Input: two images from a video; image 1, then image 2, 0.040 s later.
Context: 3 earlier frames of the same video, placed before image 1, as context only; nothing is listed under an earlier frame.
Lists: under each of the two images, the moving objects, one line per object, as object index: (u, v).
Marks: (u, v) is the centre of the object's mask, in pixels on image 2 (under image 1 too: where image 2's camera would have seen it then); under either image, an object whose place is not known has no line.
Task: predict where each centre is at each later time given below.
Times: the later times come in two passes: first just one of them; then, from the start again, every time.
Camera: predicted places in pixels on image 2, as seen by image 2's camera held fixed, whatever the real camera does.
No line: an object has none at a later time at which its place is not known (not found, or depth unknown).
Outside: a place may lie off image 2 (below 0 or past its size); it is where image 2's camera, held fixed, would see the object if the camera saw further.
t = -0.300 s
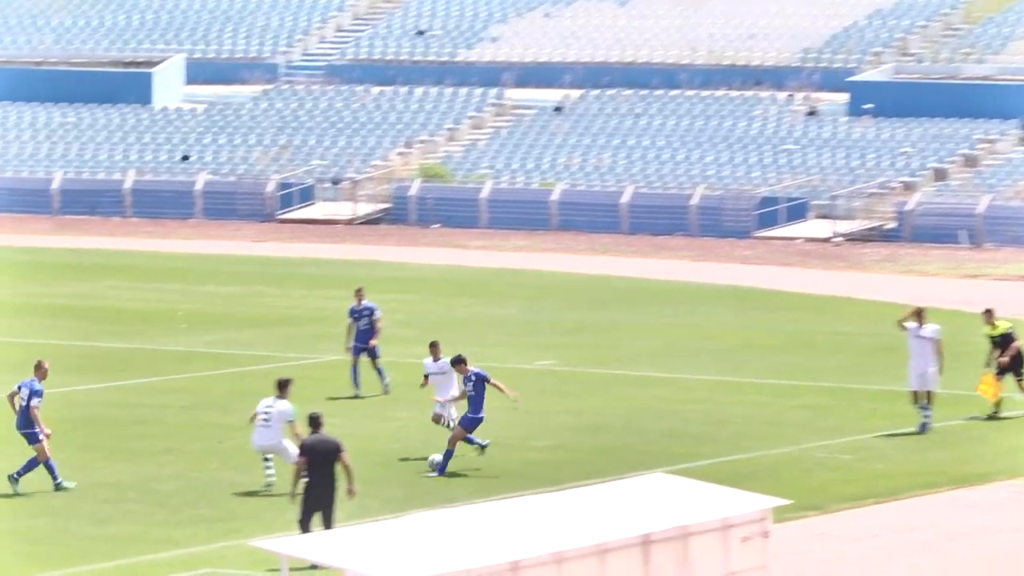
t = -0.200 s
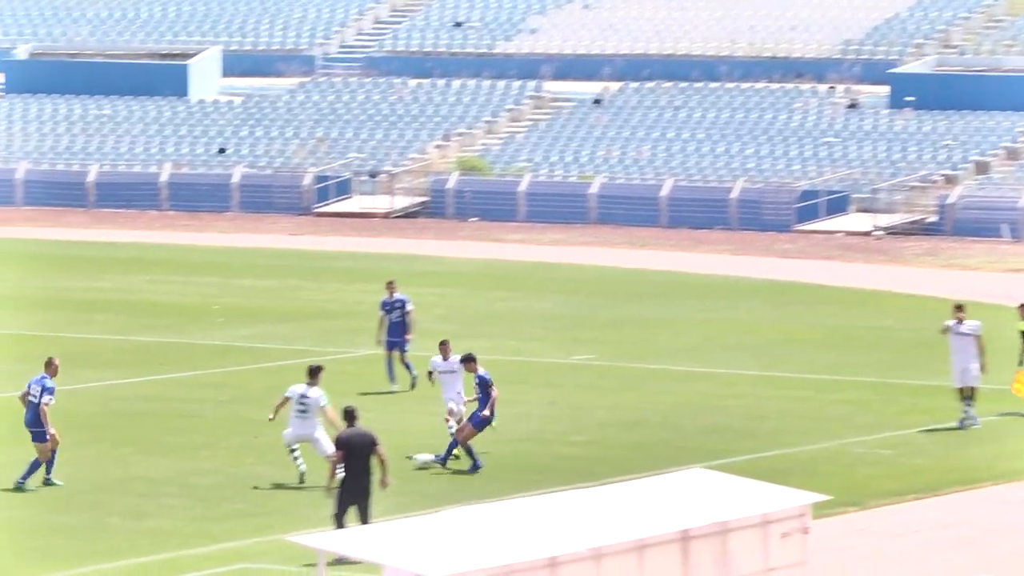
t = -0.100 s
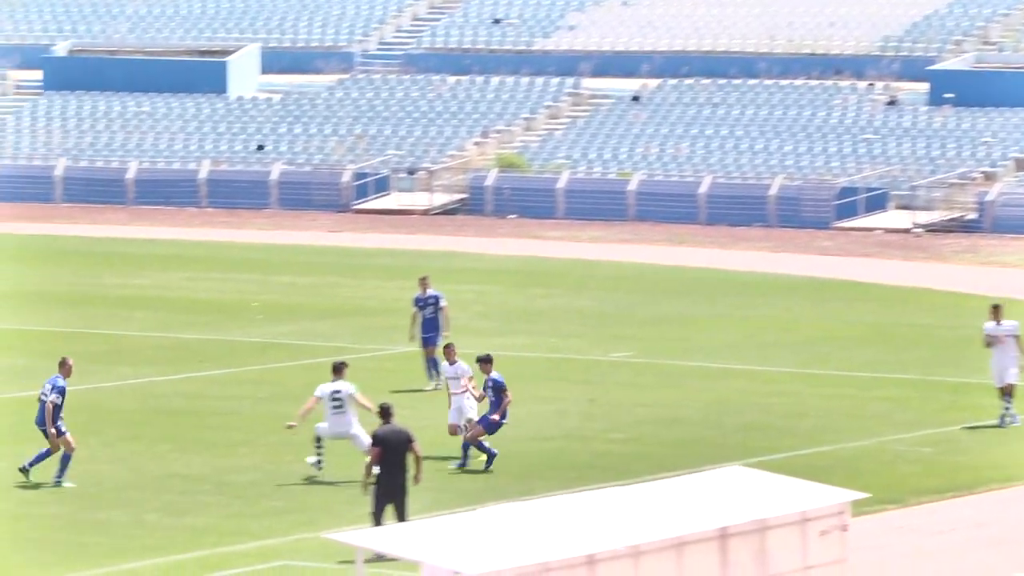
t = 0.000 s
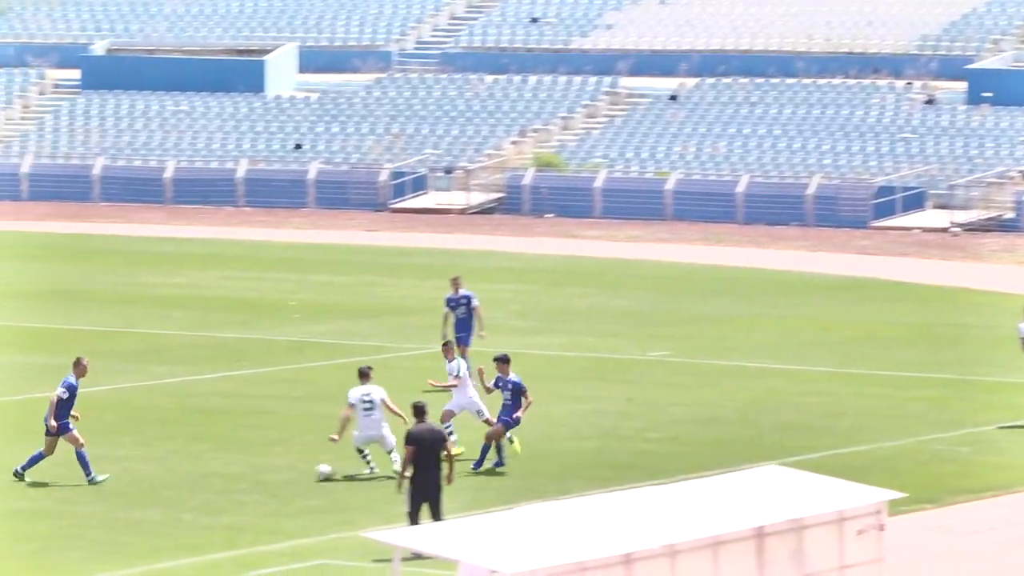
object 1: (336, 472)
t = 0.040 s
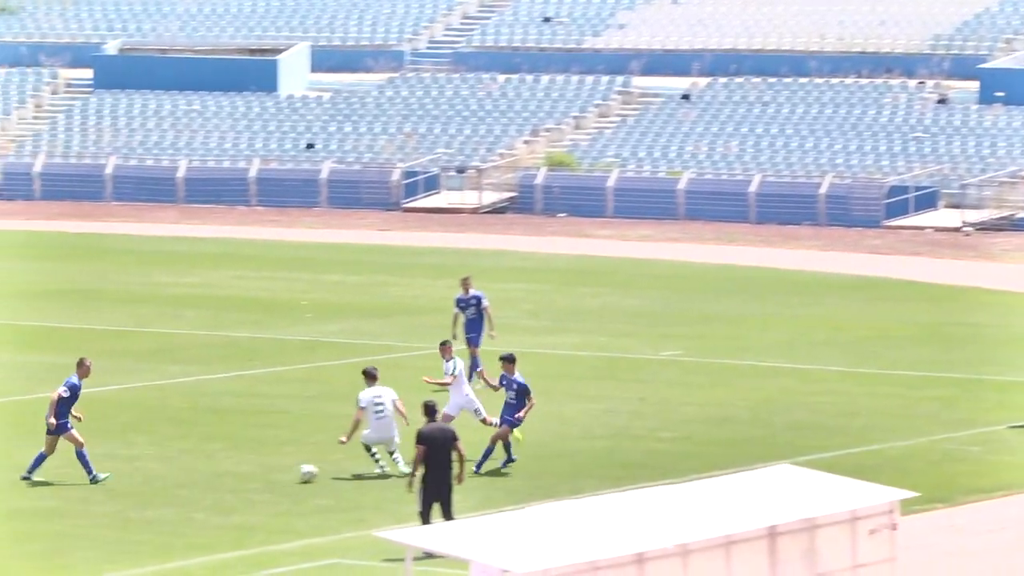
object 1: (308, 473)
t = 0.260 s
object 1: (146, 488)
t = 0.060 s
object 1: (291, 475)
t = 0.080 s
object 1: (276, 476)
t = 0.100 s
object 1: (261, 477)
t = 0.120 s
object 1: (245, 479)
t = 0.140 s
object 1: (229, 481)
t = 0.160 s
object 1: (214, 483)
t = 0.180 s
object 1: (200, 484)
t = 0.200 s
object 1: (185, 485)
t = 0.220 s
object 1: (172, 486)
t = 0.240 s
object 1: (159, 487)
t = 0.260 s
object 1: (146, 488)
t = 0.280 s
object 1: (133, 489)
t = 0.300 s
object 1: (118, 491)
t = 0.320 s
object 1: (107, 492)
